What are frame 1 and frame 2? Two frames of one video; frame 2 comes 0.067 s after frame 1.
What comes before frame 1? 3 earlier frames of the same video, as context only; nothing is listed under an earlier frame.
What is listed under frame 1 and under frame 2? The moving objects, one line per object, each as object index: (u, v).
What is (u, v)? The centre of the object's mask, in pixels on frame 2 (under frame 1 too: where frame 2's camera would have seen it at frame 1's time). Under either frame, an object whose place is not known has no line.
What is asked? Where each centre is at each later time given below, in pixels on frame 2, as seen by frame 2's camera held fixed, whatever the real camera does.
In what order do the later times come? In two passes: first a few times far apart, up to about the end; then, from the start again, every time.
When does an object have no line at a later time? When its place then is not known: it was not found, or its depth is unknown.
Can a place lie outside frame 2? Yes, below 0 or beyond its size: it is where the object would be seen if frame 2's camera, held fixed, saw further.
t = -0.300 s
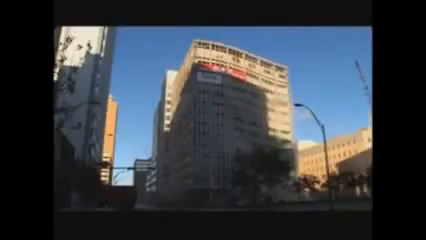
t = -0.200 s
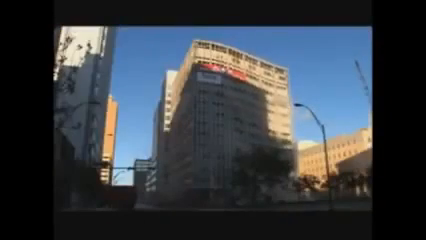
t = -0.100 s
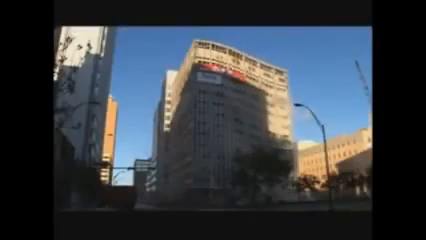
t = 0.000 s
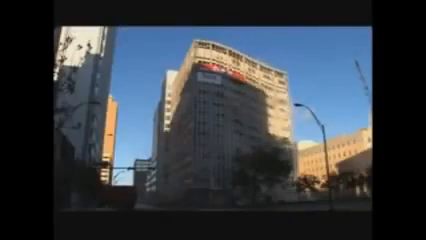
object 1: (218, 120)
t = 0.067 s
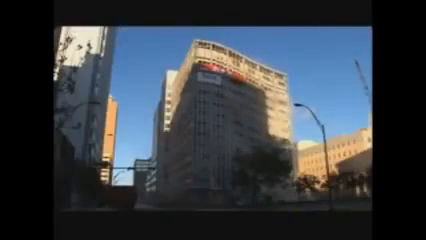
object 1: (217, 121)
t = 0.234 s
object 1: (217, 122)
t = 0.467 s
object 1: (216, 123)
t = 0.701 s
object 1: (215, 124)
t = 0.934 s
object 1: (214, 124)
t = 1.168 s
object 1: (214, 125)
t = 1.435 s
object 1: (213, 126)
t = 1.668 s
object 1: (211, 128)
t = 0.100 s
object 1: (217, 121)
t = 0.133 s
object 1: (217, 121)
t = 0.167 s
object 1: (217, 121)
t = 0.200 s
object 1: (217, 121)
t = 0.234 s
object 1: (217, 122)
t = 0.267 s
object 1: (216, 122)
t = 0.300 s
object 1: (216, 122)
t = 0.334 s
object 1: (216, 122)
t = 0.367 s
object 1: (216, 122)
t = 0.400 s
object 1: (216, 122)
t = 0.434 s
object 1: (216, 123)
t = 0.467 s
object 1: (216, 123)
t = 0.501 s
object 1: (215, 123)
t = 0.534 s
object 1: (215, 123)
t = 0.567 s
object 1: (215, 123)
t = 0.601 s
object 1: (215, 123)
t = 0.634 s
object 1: (215, 123)
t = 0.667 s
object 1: (215, 124)
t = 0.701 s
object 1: (215, 124)
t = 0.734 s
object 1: (215, 124)
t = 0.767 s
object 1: (214, 124)
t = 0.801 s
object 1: (214, 124)
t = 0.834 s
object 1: (214, 124)
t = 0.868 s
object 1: (214, 124)
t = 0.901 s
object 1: (214, 124)
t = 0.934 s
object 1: (214, 124)
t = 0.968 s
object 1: (214, 125)
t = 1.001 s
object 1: (214, 125)
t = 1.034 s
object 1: (214, 125)
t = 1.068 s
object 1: (214, 125)
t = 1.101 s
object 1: (214, 125)
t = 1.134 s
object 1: (214, 125)
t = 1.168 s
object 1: (214, 125)
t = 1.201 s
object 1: (214, 125)
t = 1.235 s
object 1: (214, 125)
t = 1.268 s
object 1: (213, 125)
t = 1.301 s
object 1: (213, 125)
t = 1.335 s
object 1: (213, 125)
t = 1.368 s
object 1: (213, 125)
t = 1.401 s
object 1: (213, 126)
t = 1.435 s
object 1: (213, 126)
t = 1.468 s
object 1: (213, 126)
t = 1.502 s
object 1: (213, 126)
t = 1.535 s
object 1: (212, 127)
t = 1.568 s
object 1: (212, 127)
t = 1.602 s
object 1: (211, 128)
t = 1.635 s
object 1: (211, 128)
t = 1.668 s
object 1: (211, 128)
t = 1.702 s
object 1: (210, 129)
